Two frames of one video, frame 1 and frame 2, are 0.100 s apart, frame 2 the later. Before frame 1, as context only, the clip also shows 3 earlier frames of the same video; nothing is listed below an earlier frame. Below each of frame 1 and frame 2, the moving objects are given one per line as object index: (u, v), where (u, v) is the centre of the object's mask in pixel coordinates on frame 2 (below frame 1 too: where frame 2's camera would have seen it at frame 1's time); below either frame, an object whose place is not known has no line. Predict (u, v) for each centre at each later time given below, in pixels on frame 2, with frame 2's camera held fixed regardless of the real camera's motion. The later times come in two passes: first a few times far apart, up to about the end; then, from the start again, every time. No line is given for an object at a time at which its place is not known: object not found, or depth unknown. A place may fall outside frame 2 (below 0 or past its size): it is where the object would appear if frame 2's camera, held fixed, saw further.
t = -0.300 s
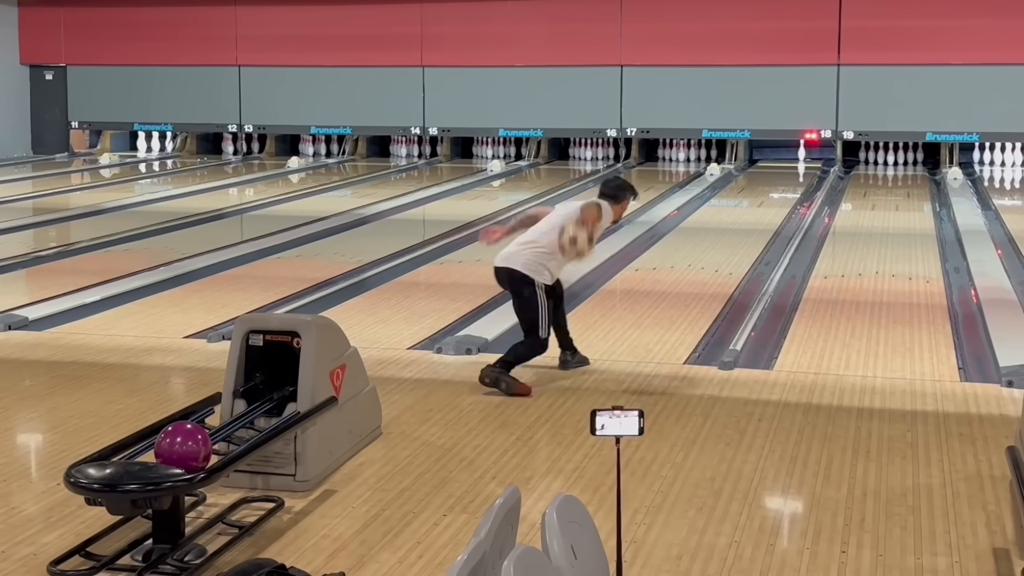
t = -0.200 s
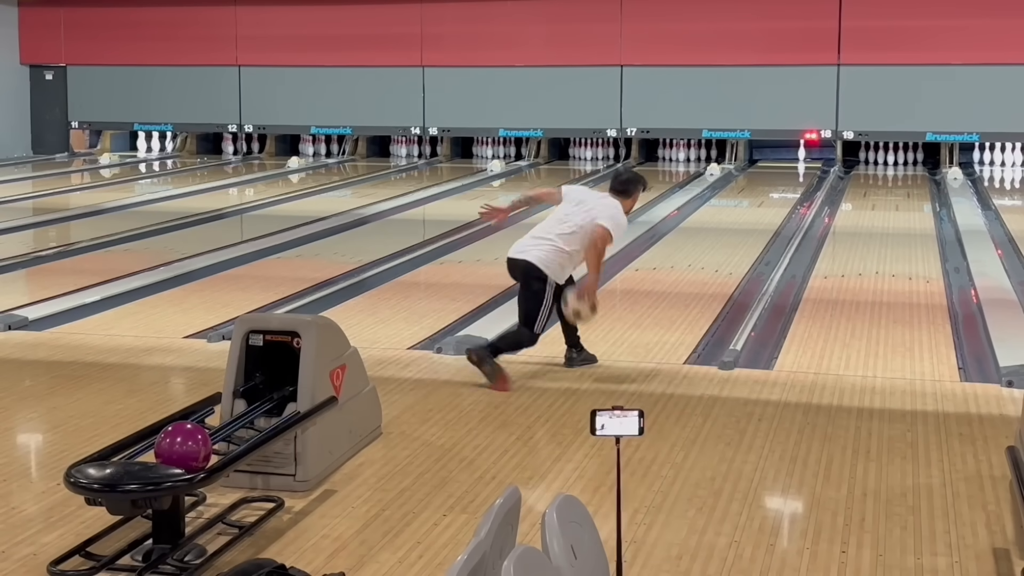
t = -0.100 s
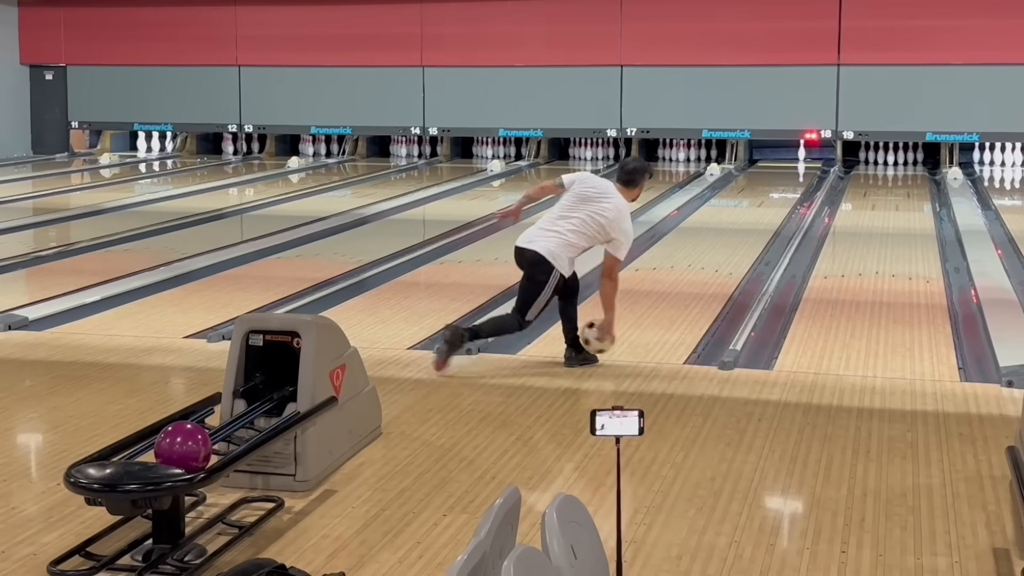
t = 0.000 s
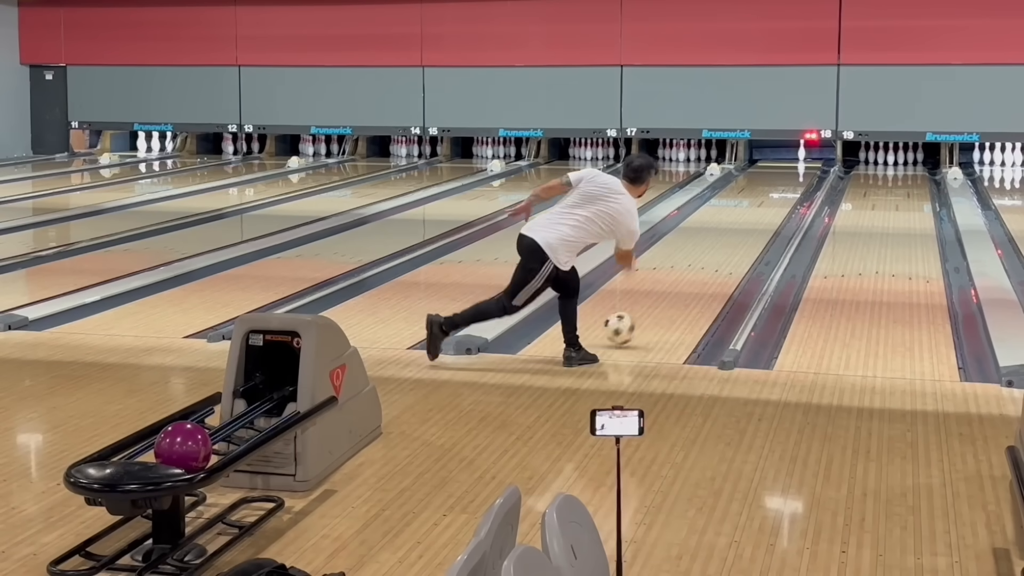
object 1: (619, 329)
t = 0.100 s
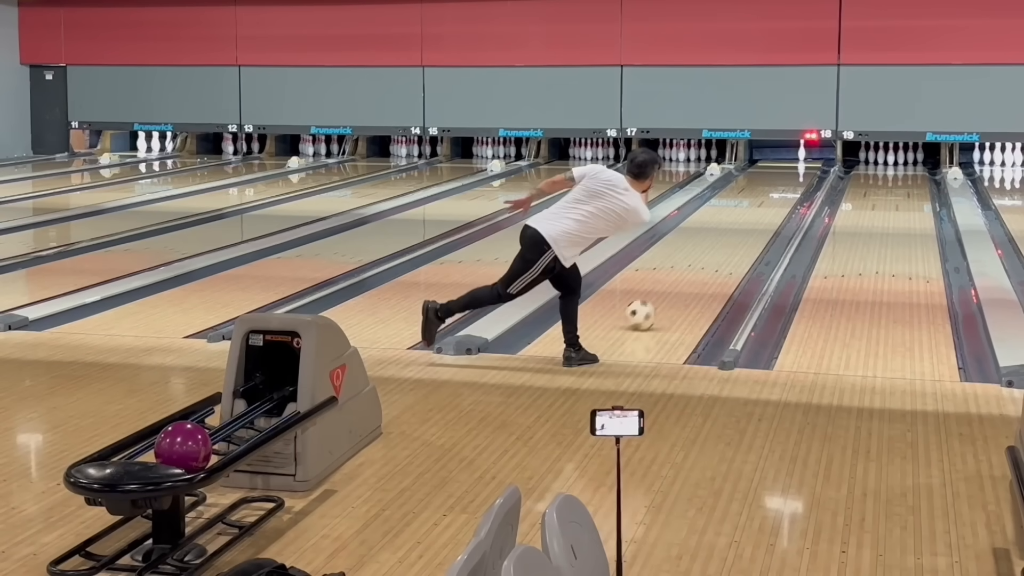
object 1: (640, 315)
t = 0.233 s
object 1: (663, 295)
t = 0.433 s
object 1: (692, 270)
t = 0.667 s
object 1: (719, 248)
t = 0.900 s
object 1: (740, 229)
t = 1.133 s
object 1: (757, 213)
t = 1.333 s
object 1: (768, 202)
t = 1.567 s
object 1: (779, 190)
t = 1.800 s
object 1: (789, 180)
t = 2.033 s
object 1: (795, 172)
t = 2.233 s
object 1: (799, 166)
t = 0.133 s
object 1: (646, 311)
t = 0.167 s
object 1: (652, 305)
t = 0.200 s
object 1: (657, 301)
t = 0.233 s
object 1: (663, 295)
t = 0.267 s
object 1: (669, 291)
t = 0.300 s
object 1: (674, 286)
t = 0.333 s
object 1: (679, 282)
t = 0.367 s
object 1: (683, 278)
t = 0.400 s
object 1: (688, 274)
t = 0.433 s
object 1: (692, 270)
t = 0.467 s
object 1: (697, 267)
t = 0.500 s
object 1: (701, 264)
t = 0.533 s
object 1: (704, 260)
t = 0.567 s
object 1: (708, 257)
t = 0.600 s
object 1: (712, 253)
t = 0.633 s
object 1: (715, 251)
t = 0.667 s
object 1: (719, 248)
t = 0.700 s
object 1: (722, 245)
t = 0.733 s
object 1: (725, 242)
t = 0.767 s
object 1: (728, 239)
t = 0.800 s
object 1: (730, 236)
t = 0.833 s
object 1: (734, 234)
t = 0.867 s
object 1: (737, 231)
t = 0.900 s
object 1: (740, 229)
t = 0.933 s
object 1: (742, 226)
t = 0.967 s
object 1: (745, 224)
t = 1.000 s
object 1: (747, 222)
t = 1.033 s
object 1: (750, 220)
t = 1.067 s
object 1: (752, 217)
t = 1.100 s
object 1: (755, 215)
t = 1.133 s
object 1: (757, 213)
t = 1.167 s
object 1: (759, 212)
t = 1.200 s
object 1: (760, 209)
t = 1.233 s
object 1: (762, 207)
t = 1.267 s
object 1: (764, 205)
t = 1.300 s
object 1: (766, 203)
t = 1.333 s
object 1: (768, 202)
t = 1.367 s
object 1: (770, 200)
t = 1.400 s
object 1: (771, 197)
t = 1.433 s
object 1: (773, 196)
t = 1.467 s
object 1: (774, 195)
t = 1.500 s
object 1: (776, 193)
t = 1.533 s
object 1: (778, 192)
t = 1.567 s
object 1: (779, 190)
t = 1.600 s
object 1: (781, 188)
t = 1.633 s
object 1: (782, 187)
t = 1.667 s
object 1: (783, 186)
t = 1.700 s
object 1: (785, 184)
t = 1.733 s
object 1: (786, 183)
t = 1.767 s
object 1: (787, 181)
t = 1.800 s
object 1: (789, 180)
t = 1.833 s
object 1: (790, 179)
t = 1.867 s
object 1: (791, 178)
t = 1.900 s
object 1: (791, 177)
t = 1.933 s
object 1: (792, 175)
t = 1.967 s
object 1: (793, 174)
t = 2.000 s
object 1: (794, 173)
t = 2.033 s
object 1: (795, 172)
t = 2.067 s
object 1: (796, 171)
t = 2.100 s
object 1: (796, 170)
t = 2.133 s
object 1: (797, 169)
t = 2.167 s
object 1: (798, 168)
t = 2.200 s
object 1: (798, 167)
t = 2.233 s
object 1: (799, 166)
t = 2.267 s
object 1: (800, 165)
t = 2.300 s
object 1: (800, 164)
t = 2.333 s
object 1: (800, 163)
